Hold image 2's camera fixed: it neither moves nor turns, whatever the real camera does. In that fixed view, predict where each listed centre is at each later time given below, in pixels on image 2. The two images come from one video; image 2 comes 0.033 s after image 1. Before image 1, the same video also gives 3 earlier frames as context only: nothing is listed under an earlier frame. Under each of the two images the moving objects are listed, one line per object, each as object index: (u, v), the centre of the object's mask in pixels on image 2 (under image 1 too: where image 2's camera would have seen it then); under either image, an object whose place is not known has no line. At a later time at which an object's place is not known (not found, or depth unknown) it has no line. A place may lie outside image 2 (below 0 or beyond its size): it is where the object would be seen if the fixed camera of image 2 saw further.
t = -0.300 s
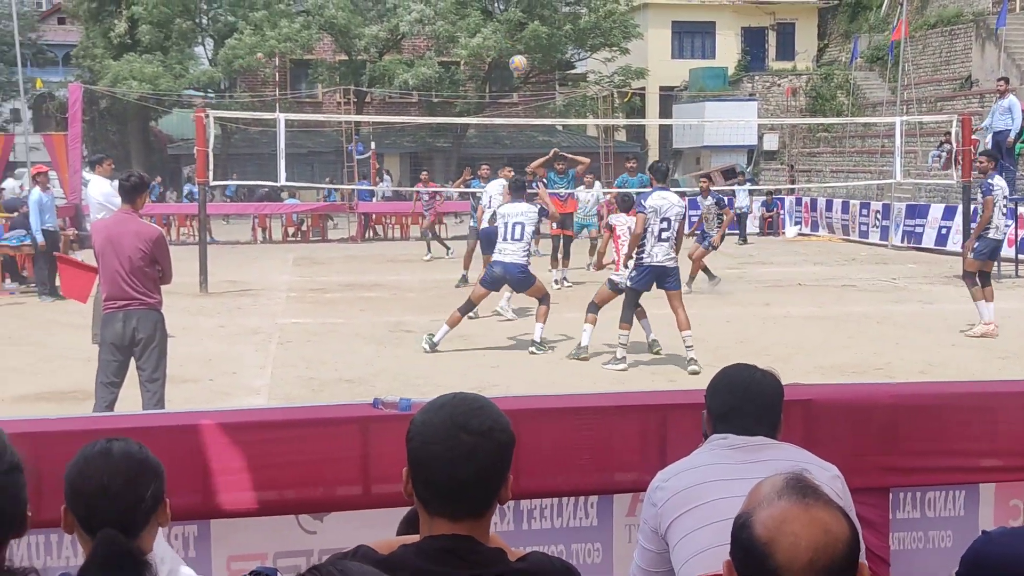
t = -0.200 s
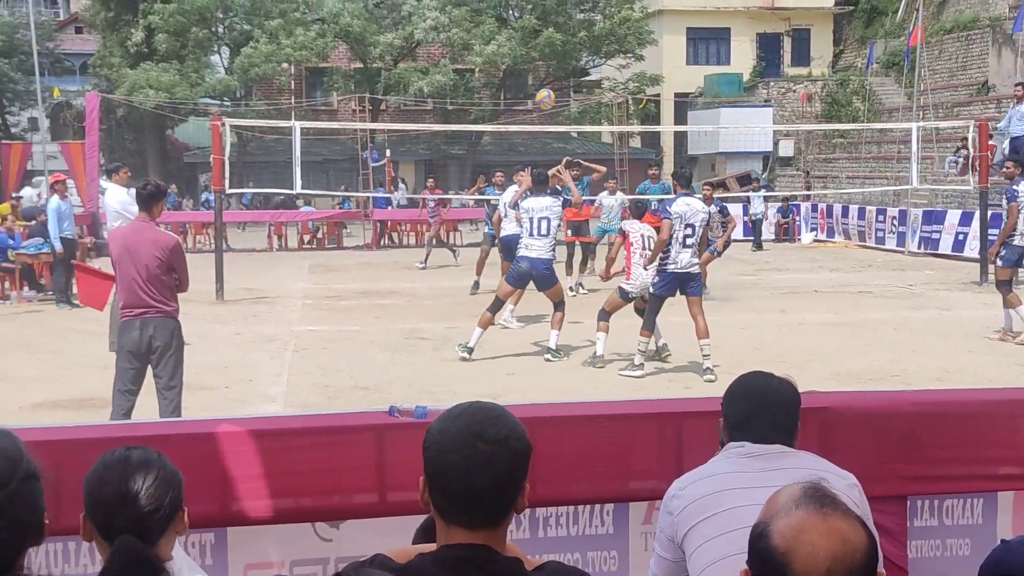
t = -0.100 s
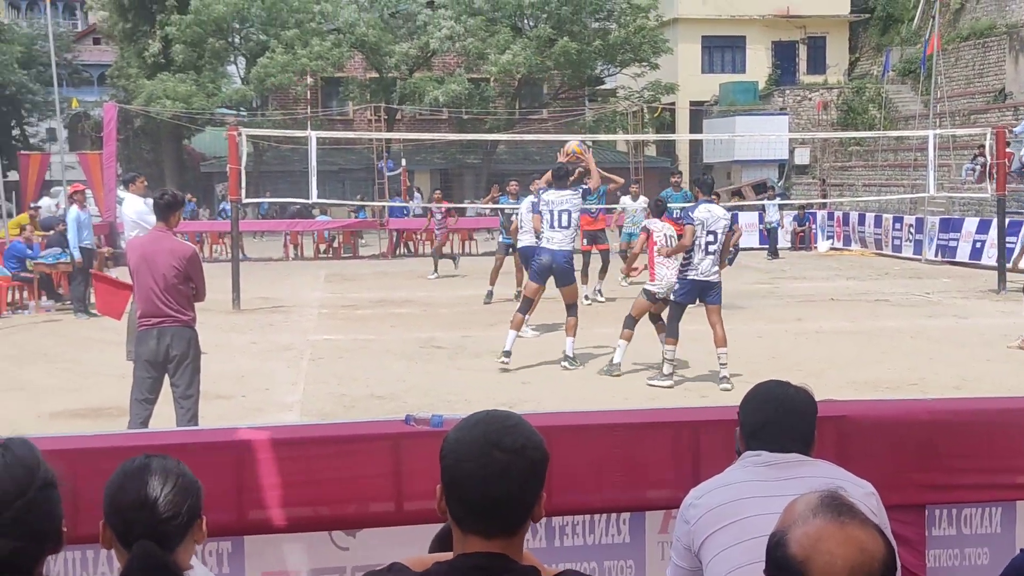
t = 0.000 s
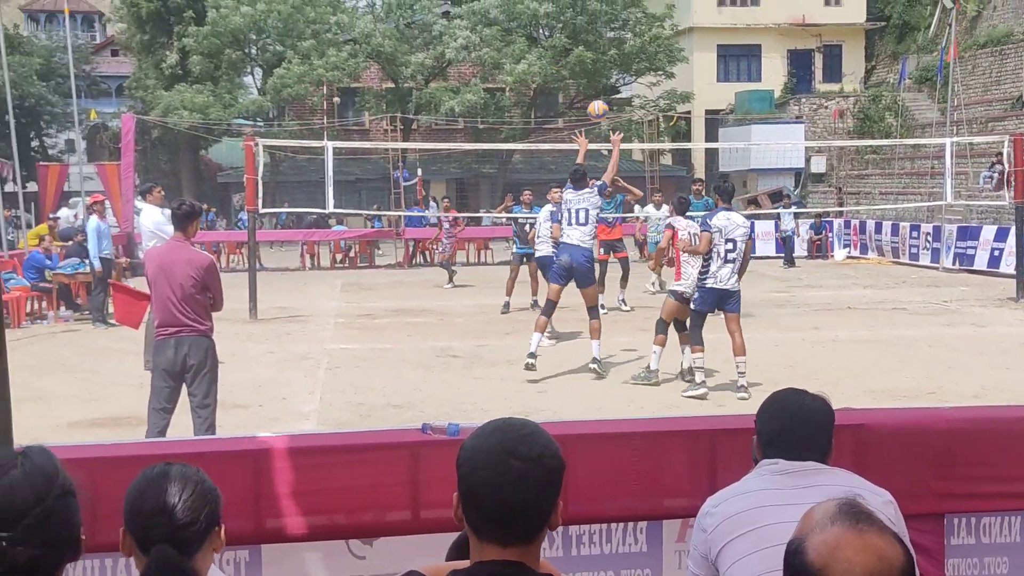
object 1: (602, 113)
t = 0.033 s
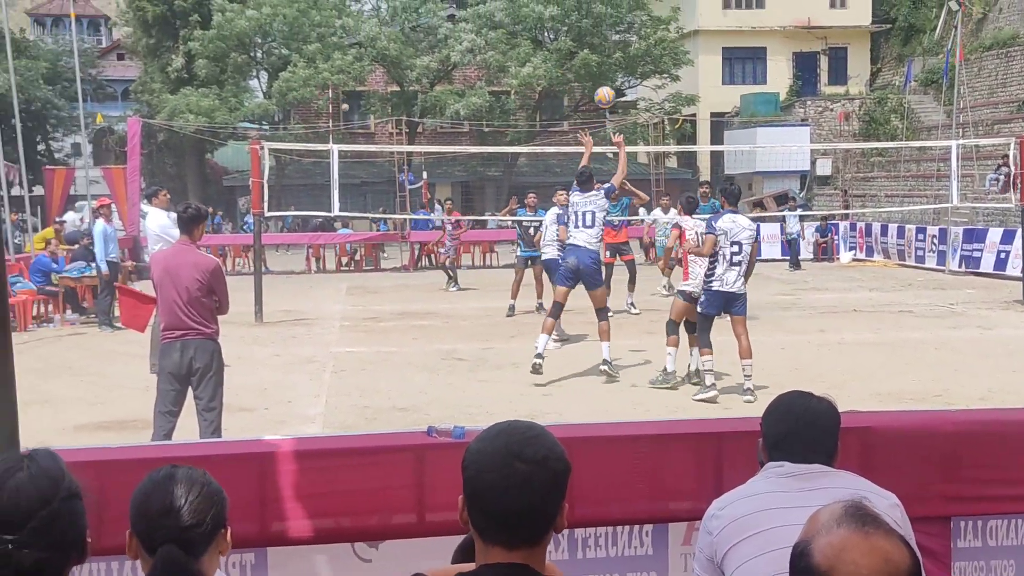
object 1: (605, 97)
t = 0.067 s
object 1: (607, 81)
